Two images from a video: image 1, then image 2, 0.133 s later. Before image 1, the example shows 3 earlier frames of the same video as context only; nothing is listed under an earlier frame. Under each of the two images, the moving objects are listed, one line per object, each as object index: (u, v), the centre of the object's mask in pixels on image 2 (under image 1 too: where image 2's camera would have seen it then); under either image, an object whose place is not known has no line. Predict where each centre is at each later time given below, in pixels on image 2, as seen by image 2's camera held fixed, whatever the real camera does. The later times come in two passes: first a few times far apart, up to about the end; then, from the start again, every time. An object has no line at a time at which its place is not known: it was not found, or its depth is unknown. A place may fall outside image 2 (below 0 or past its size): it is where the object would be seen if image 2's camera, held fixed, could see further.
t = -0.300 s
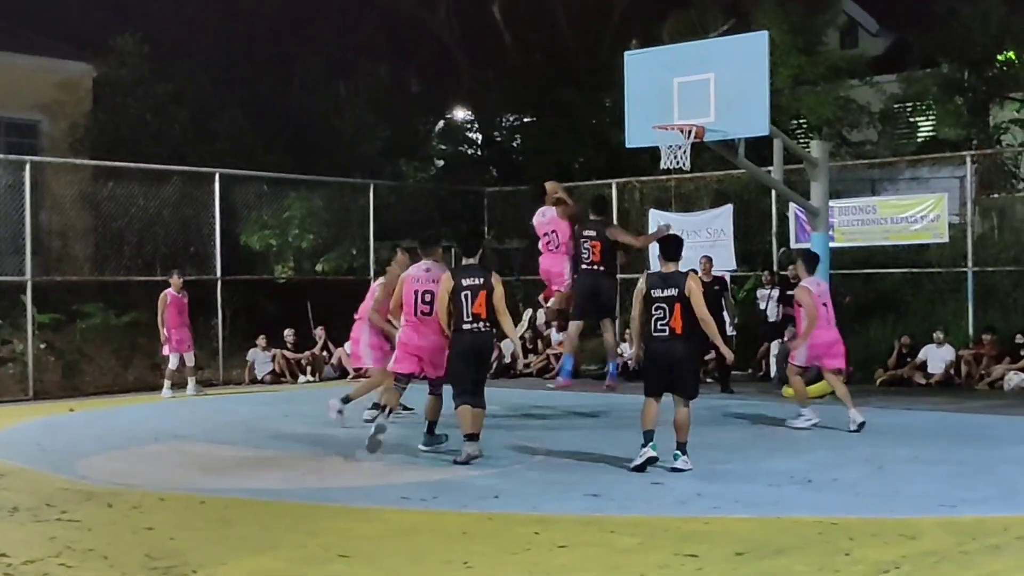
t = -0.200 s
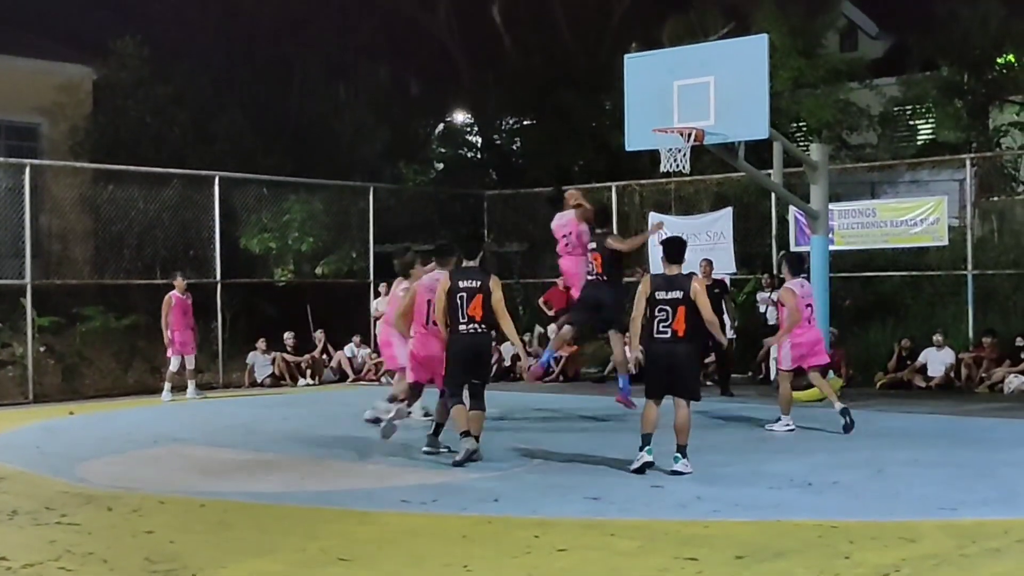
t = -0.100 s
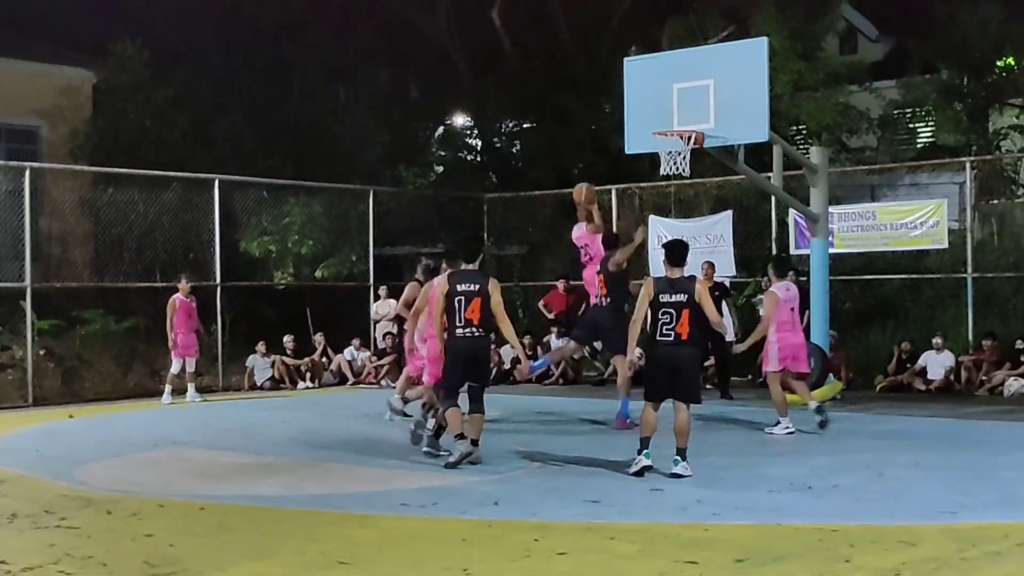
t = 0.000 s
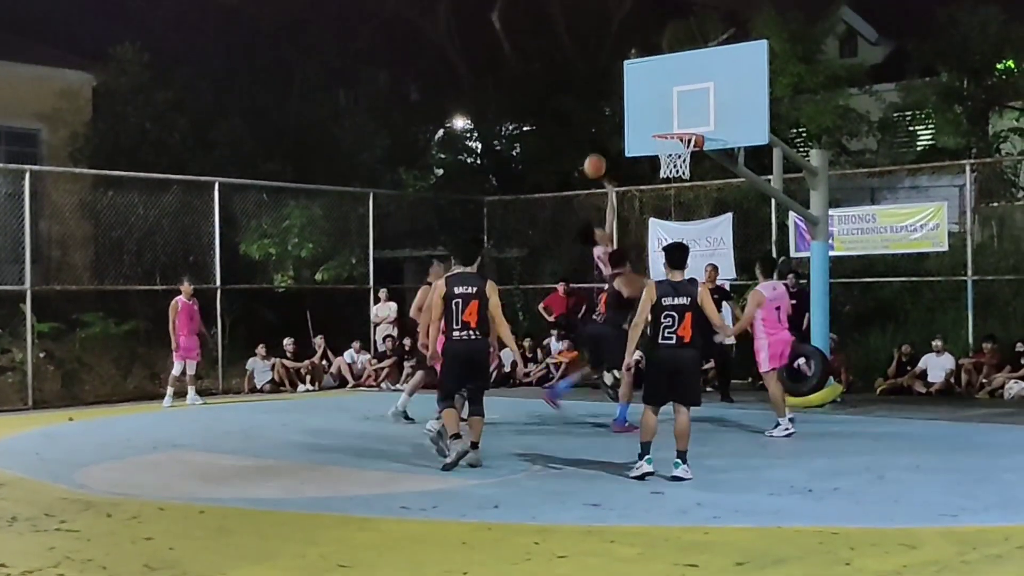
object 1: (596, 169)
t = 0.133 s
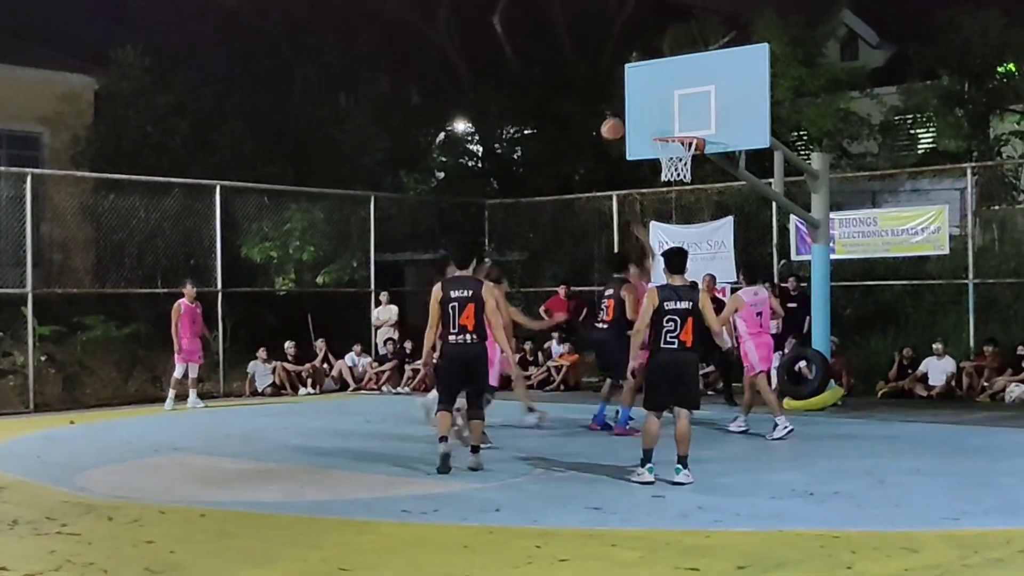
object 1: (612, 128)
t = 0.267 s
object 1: (629, 104)
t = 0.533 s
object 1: (664, 101)
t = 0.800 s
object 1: (674, 121)
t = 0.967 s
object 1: (663, 123)
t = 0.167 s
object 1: (616, 120)
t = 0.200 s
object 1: (620, 114)
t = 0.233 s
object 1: (624, 109)
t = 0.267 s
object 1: (629, 104)
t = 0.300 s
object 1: (633, 100)
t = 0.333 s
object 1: (638, 98)
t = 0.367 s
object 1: (642, 96)
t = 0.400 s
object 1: (646, 95)
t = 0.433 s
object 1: (650, 95)
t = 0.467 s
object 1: (655, 96)
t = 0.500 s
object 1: (659, 98)
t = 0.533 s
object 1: (664, 101)
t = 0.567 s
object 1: (668, 106)
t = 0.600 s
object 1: (673, 111)
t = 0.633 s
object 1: (676, 117)
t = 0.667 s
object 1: (678, 121)
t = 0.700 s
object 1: (679, 126)
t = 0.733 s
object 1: (678, 127)
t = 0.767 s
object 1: (676, 123)
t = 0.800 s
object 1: (674, 121)
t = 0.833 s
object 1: (672, 119)
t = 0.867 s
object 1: (669, 118)
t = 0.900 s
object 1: (667, 119)
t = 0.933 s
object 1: (665, 120)
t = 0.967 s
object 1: (663, 123)
